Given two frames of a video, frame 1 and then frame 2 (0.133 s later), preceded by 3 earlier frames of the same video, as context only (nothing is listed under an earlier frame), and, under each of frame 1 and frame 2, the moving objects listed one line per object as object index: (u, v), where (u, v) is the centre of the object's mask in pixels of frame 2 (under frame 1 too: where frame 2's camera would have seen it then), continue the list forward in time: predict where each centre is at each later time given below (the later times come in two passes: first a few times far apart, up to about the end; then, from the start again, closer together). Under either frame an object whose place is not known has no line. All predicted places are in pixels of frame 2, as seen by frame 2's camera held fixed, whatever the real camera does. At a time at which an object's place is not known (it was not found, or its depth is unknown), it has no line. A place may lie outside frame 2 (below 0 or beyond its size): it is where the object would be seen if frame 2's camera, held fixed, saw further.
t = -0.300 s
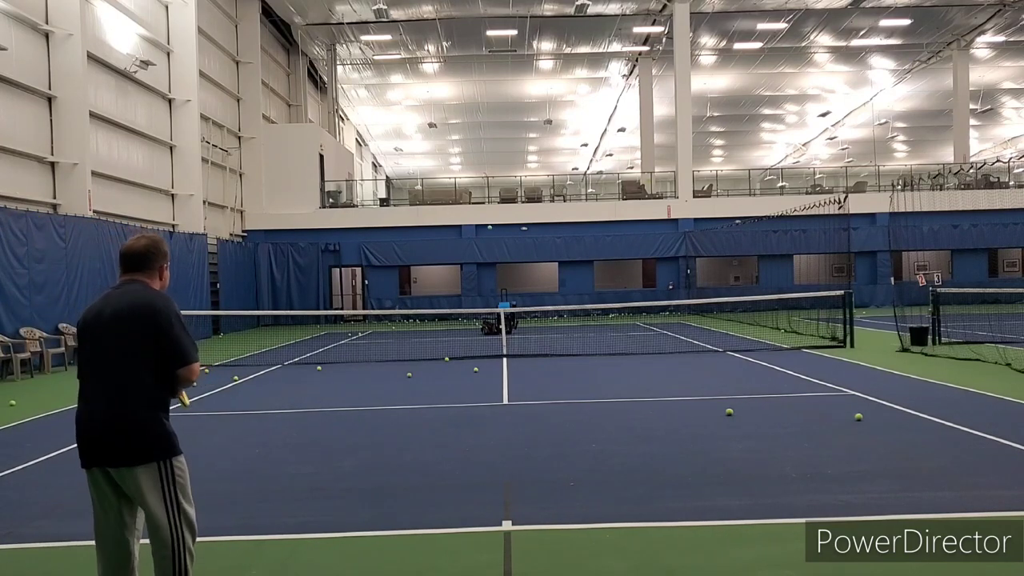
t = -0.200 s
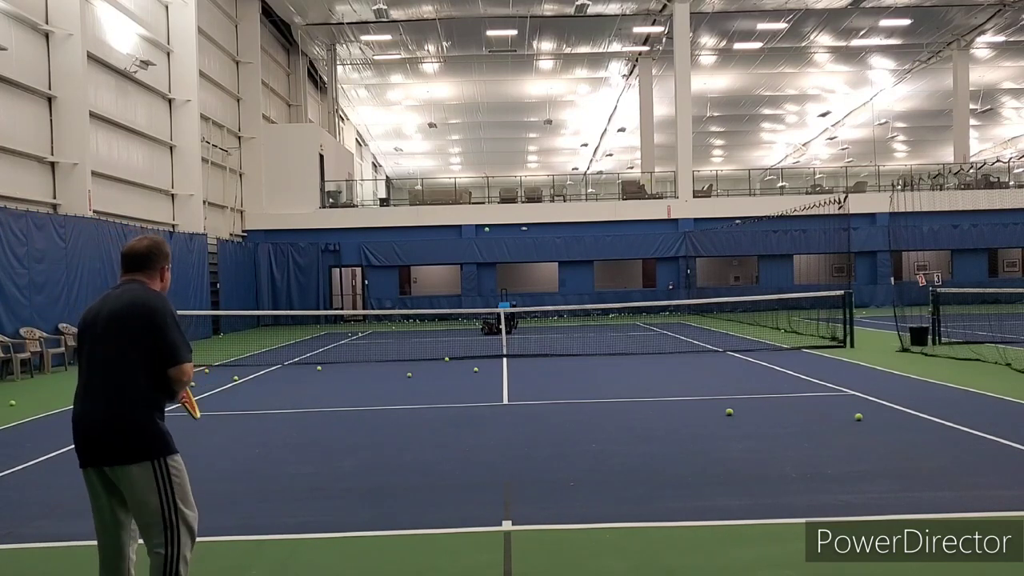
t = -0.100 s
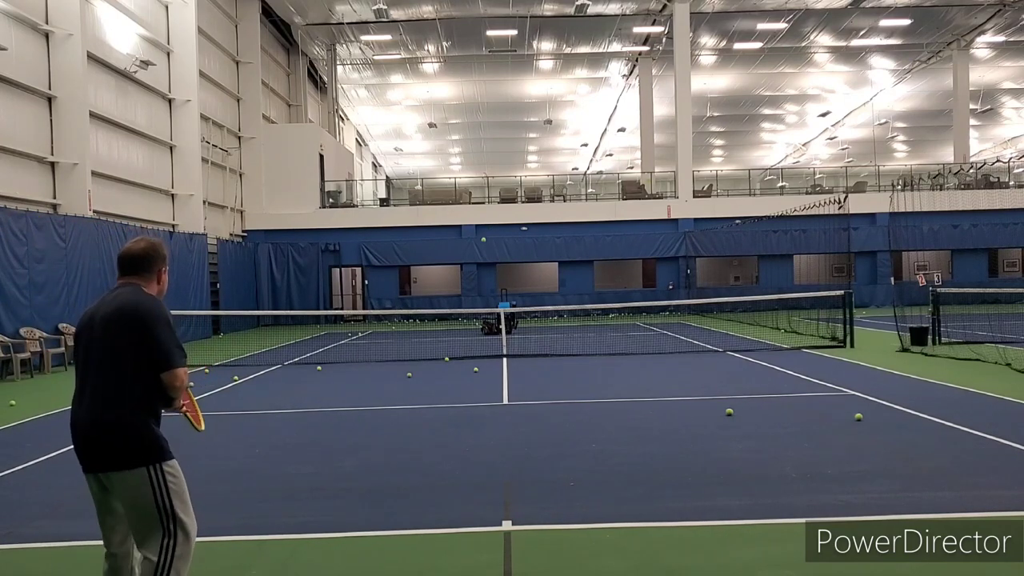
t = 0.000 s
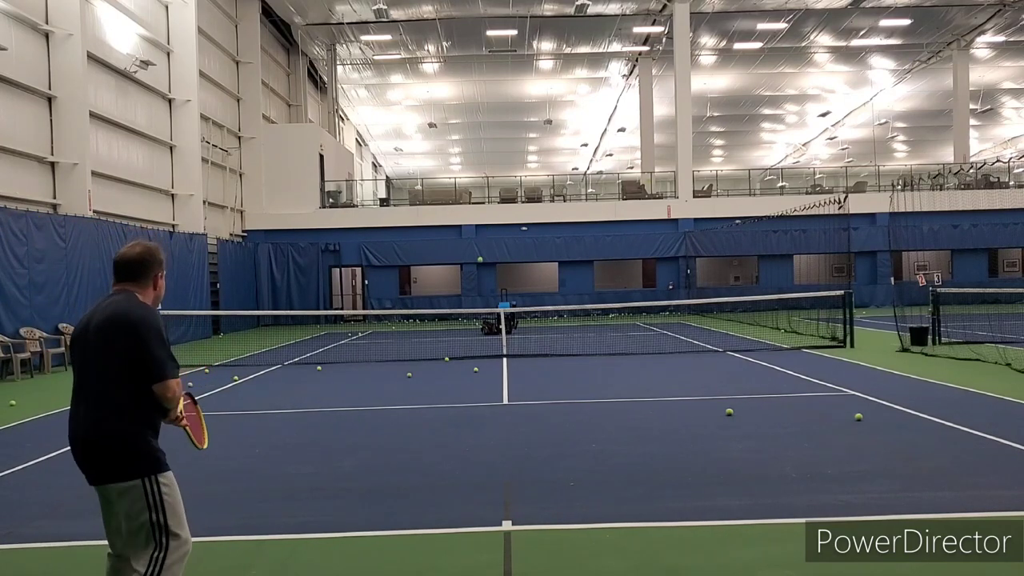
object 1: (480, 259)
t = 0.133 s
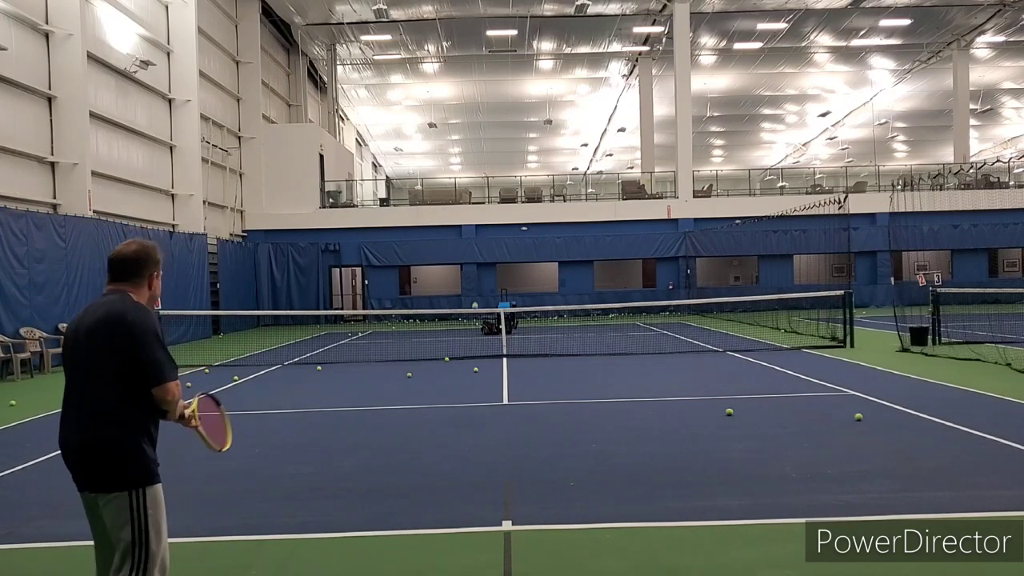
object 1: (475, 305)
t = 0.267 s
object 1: (469, 381)
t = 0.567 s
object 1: (439, 355)
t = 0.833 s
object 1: (384, 366)
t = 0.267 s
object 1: (469, 381)
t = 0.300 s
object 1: (467, 406)
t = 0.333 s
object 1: (465, 417)
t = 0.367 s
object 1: (462, 406)
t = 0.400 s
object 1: (459, 396)
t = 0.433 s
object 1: (456, 386)
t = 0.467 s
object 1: (452, 377)
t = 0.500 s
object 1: (448, 369)
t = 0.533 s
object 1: (444, 361)
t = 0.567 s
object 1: (439, 355)
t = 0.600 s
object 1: (434, 350)
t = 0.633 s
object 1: (429, 346)
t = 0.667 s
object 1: (423, 344)
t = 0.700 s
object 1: (417, 343)
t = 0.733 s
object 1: (410, 344)
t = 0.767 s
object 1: (402, 348)
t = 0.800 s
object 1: (393, 355)
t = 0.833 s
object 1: (384, 366)
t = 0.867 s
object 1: (372, 380)
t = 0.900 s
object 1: (360, 399)
